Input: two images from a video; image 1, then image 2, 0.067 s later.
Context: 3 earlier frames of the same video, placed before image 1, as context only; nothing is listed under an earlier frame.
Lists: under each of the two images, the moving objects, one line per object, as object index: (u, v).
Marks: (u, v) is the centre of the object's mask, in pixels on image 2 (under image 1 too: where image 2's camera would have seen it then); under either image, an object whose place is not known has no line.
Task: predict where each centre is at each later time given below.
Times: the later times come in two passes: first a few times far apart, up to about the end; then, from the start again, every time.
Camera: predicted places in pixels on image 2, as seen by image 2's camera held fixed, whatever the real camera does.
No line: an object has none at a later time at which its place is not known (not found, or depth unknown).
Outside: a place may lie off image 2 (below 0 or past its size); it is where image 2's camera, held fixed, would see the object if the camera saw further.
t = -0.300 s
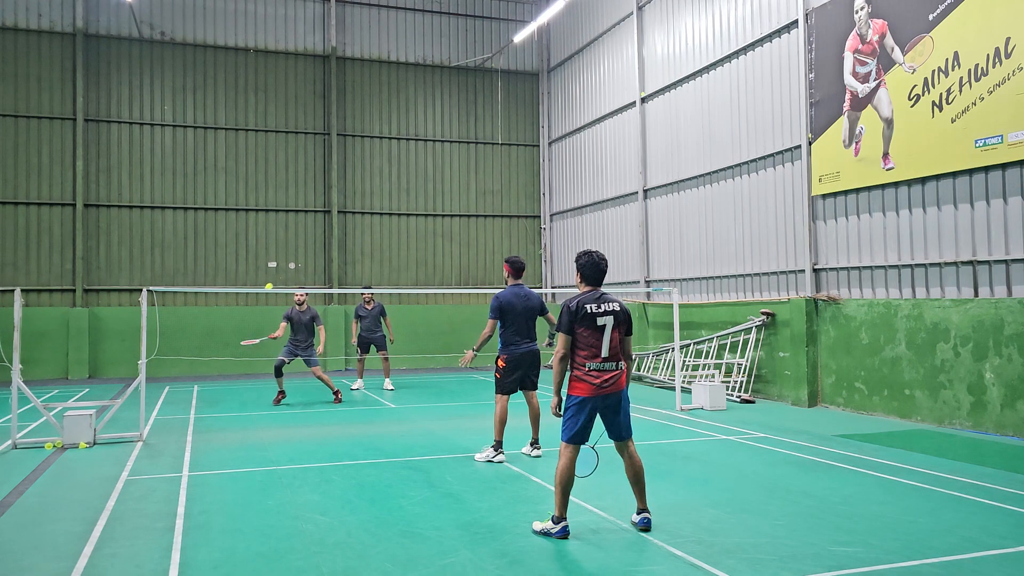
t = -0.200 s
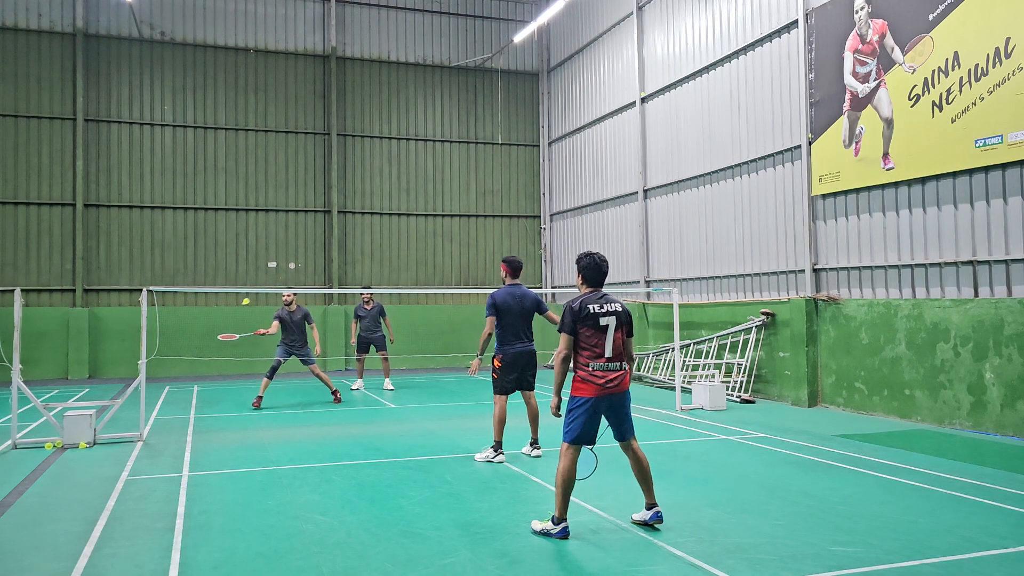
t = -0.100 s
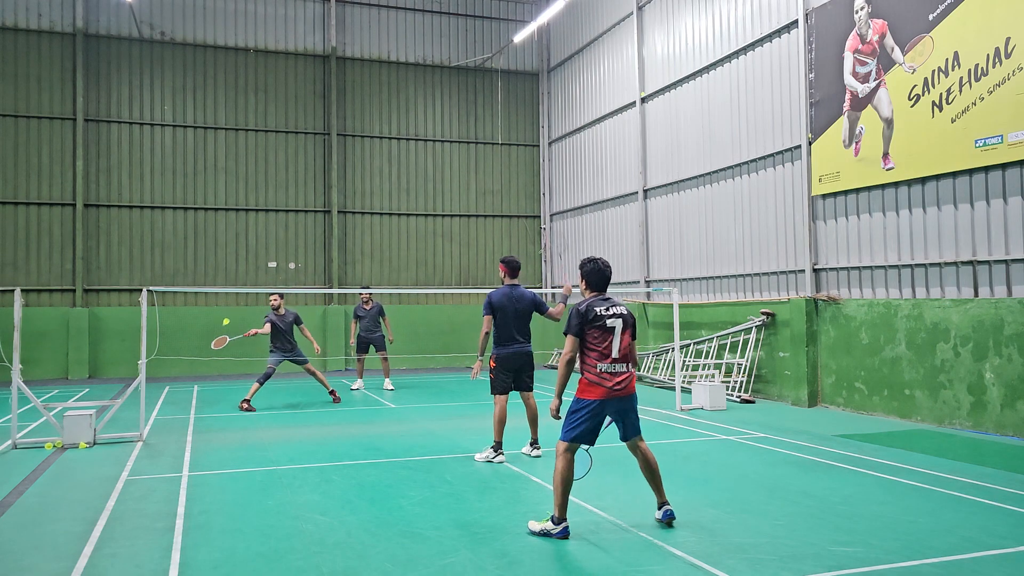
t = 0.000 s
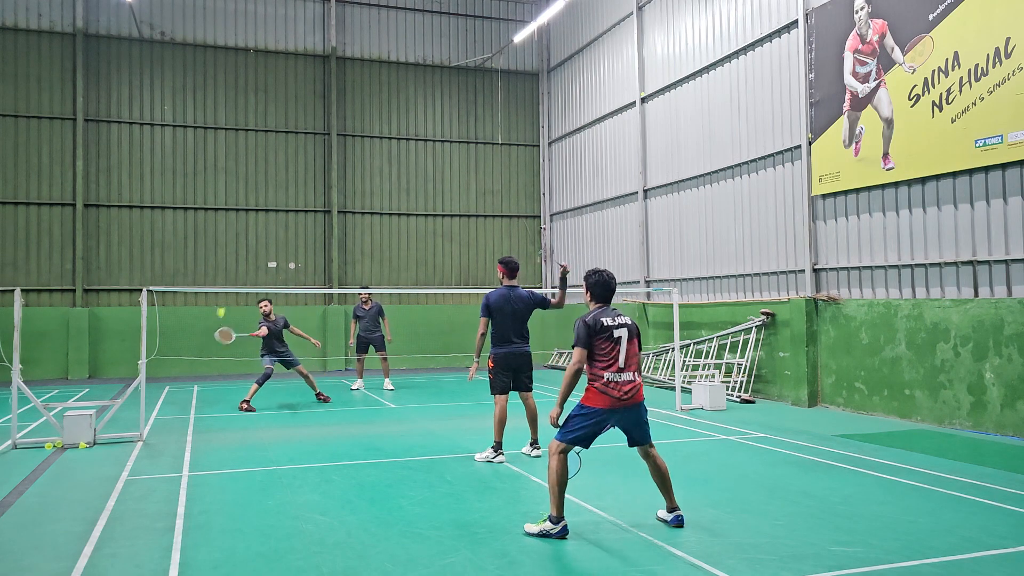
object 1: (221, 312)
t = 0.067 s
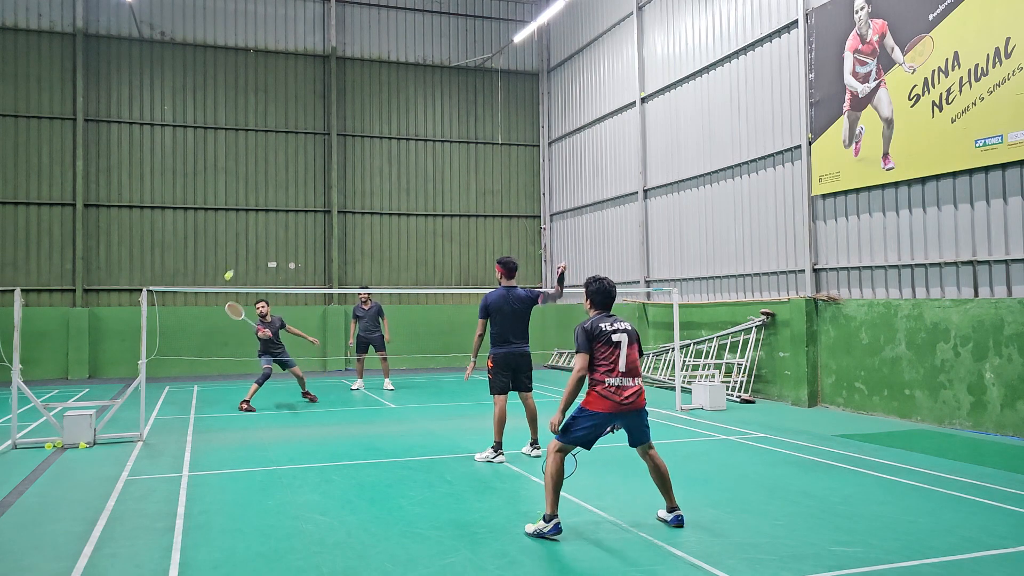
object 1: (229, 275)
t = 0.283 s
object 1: (268, 188)
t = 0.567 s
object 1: (318, 152)
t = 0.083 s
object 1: (235, 266)
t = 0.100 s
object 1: (239, 258)
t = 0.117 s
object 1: (241, 251)
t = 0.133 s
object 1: (243, 243)
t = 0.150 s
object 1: (245, 236)
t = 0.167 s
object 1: (248, 229)
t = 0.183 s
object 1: (251, 222)
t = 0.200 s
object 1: (254, 216)
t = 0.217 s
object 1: (257, 210)
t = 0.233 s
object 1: (260, 204)
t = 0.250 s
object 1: (262, 198)
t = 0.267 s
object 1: (265, 193)
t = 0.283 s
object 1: (268, 188)
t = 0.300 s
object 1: (271, 183)
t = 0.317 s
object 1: (274, 179)
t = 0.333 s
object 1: (277, 175)
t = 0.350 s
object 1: (279, 171)
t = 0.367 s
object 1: (282, 168)
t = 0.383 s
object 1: (285, 165)
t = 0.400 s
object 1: (288, 162)
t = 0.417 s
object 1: (291, 159)
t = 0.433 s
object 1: (294, 157)
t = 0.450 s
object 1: (297, 155)
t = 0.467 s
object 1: (300, 154)
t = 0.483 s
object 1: (303, 153)
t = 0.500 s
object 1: (306, 152)
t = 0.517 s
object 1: (309, 152)
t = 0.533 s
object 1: (312, 151)
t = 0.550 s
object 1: (315, 152)
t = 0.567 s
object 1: (318, 152)
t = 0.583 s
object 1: (321, 153)
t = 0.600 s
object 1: (324, 155)
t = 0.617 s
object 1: (327, 157)
